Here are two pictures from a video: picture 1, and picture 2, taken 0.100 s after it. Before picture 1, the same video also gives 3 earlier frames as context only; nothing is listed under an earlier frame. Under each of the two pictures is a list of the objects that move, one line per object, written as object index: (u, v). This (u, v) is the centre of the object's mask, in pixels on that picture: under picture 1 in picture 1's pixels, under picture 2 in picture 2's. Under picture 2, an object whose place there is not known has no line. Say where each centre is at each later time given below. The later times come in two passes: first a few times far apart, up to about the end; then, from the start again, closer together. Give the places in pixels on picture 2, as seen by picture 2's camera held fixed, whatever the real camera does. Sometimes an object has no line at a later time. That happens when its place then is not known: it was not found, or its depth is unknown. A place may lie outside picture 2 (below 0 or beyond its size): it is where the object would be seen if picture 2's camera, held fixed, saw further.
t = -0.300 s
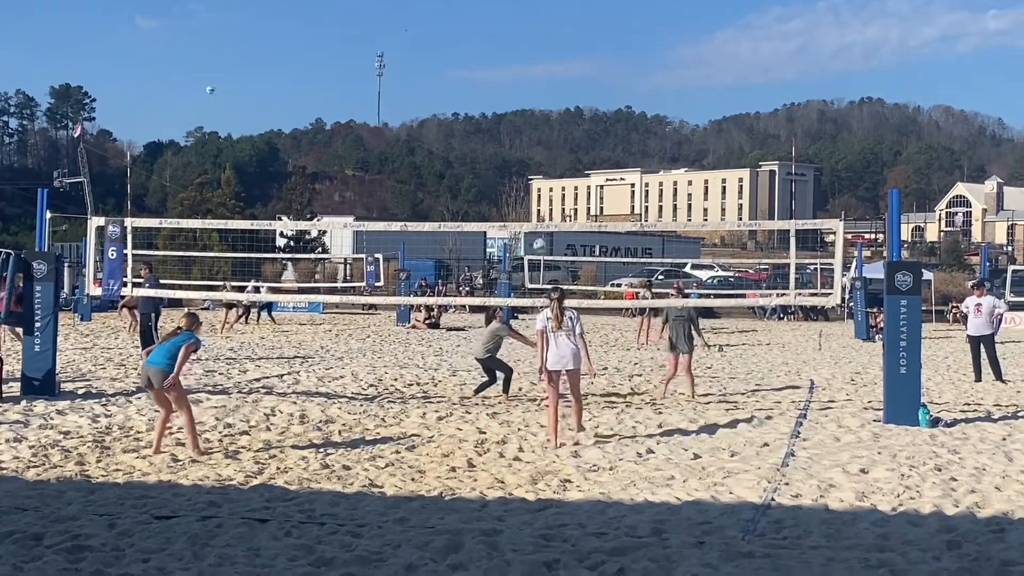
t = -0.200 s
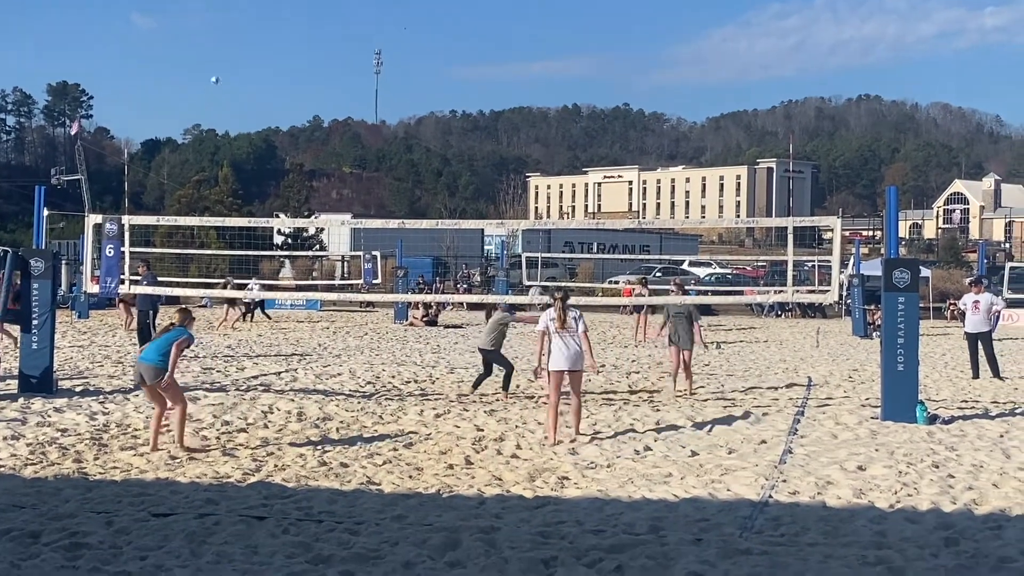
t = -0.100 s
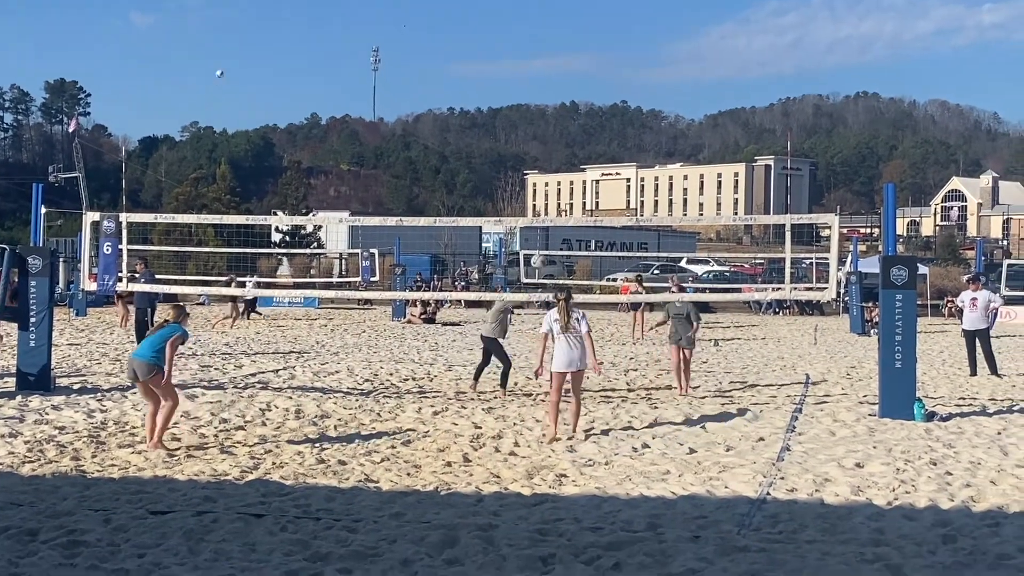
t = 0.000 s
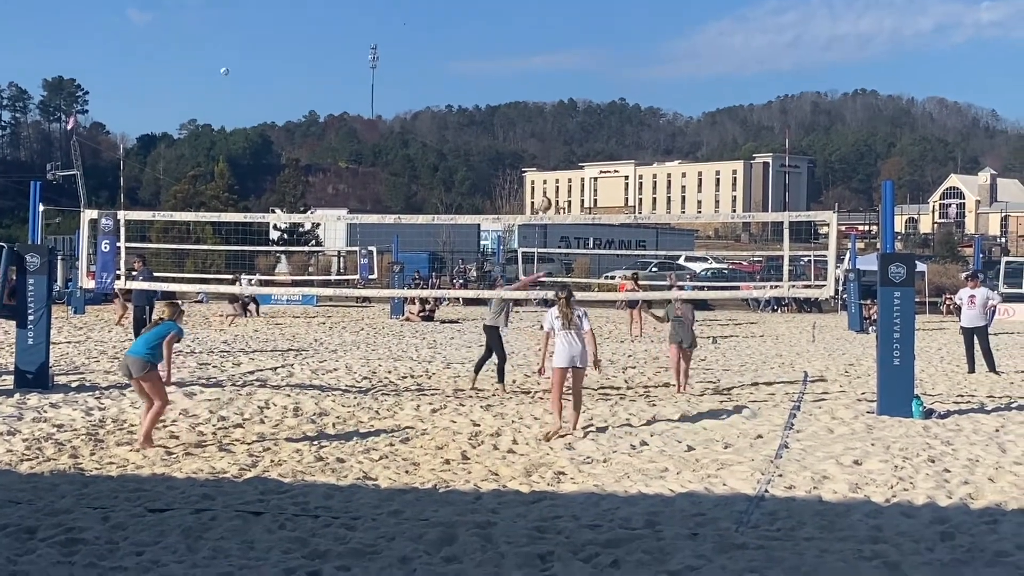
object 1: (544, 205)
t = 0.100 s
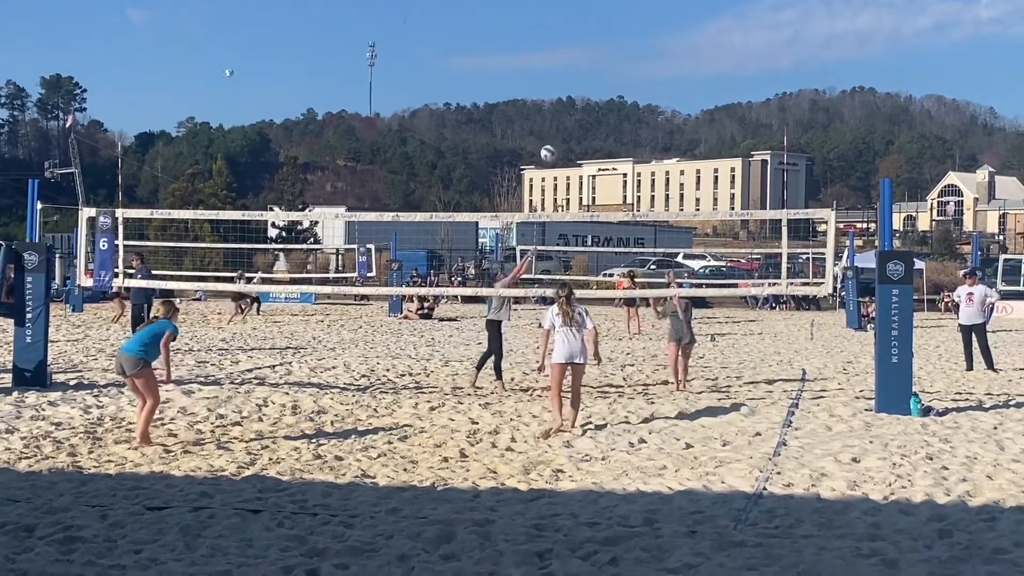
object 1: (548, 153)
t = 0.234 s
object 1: (557, 101)
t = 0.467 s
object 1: (574, 38)
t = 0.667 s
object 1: (589, 16)
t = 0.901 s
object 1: (606, 29)
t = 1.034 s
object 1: (615, 57)
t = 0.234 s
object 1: (557, 101)
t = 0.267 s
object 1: (561, 89)
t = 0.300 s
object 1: (562, 78)
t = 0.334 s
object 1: (565, 68)
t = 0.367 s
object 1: (567, 59)
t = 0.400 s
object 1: (570, 51)
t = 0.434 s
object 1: (572, 44)
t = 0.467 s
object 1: (574, 38)
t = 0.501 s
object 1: (577, 32)
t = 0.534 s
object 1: (579, 27)
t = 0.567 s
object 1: (582, 23)
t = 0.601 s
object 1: (584, 20)
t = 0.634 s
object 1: (586, 17)
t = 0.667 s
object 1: (589, 16)
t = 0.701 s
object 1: (591, 16)
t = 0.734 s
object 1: (594, 17)
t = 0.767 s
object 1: (596, 17)
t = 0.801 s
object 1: (598, 18)
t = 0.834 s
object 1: (601, 21)
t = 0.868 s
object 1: (603, 25)
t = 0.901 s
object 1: (606, 29)
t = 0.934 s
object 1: (608, 35)
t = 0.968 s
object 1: (610, 41)
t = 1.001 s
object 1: (612, 49)
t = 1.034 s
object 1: (615, 57)
